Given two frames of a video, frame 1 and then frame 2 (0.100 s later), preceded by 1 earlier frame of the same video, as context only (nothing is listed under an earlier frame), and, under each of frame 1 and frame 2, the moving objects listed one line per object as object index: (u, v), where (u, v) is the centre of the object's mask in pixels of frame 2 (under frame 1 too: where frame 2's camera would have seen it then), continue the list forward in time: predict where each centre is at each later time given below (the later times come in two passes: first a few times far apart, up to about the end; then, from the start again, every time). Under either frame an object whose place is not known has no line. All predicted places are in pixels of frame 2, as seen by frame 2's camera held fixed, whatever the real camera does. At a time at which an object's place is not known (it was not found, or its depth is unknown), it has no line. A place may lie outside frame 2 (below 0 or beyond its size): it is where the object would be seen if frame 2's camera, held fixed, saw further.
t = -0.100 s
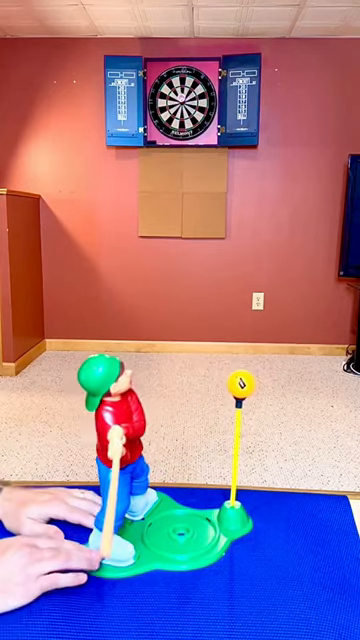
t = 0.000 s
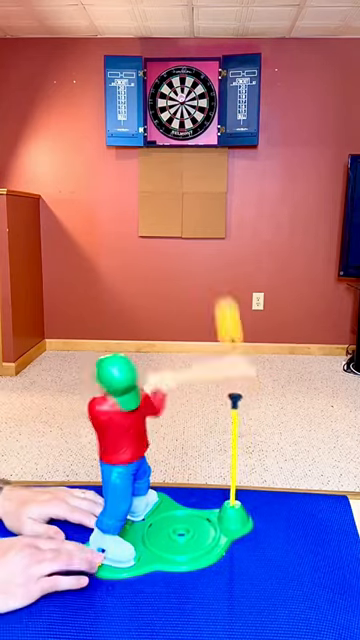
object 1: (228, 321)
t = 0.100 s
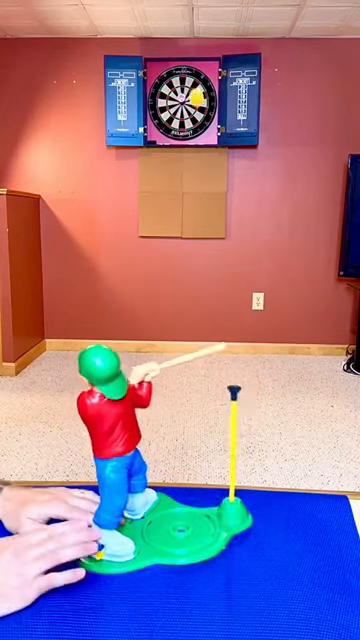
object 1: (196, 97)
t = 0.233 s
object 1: (183, 41)
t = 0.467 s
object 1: (173, 66)
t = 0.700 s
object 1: (121, 98)
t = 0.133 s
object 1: (192, 75)
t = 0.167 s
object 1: (189, 59)
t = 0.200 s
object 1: (185, 46)
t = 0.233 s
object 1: (183, 41)
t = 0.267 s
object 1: (181, 39)
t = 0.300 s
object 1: (180, 40)
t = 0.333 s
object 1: (178, 41)
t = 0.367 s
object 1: (176, 48)
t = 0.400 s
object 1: (175, 53)
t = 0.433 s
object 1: (174, 59)
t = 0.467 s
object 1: (173, 66)
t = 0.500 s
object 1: (168, 64)
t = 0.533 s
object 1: (158, 63)
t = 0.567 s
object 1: (152, 64)
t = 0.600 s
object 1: (146, 68)
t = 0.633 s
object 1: (140, 73)
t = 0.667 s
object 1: (132, 81)
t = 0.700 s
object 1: (121, 98)
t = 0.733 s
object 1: (114, 110)
